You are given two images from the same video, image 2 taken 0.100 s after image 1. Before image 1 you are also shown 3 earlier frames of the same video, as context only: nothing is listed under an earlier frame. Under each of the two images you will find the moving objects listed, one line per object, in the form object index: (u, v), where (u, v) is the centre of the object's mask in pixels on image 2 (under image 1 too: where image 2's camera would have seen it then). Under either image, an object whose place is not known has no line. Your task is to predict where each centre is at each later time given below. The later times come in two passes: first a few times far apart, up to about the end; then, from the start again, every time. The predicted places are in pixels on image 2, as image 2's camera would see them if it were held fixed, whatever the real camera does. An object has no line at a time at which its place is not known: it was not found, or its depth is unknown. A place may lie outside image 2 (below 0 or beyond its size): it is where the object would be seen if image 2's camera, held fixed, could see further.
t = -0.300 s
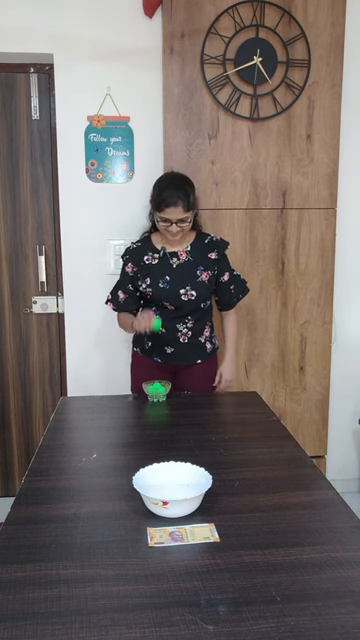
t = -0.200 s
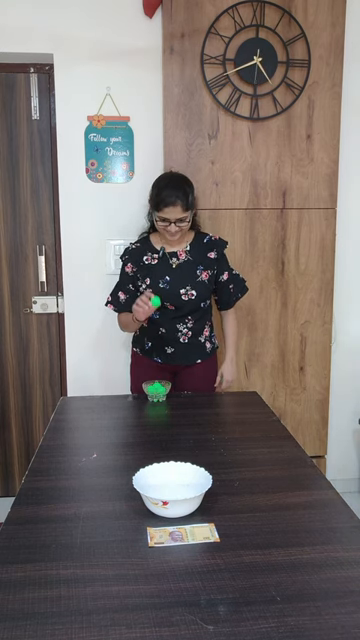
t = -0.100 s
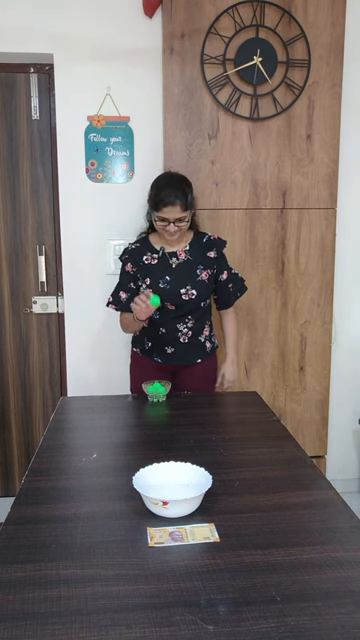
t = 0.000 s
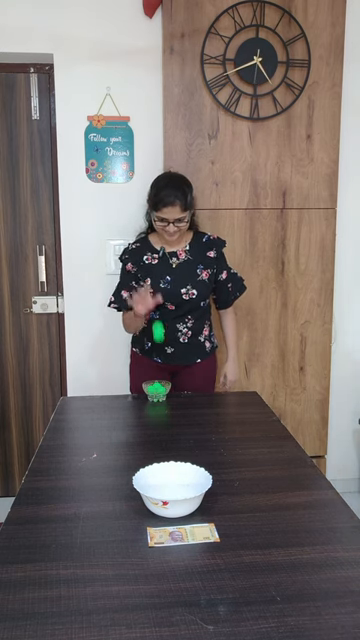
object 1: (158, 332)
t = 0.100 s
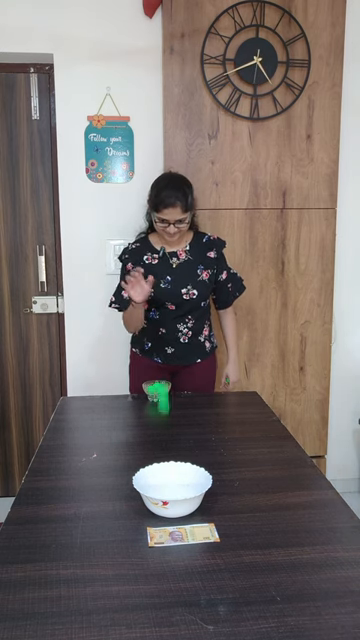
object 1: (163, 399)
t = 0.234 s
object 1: (177, 396)
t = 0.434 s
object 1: (208, 403)
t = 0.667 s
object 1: (257, 458)
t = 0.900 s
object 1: (323, 540)
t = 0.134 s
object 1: (165, 427)
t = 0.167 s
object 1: (168, 425)
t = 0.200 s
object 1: (172, 409)
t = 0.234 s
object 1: (177, 396)
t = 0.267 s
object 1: (182, 388)
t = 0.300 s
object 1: (186, 383)
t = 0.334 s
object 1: (192, 382)
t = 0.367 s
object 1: (196, 384)
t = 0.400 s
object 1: (202, 391)
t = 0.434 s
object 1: (208, 403)
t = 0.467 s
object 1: (214, 419)
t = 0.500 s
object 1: (220, 441)
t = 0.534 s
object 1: (226, 467)
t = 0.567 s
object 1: (233, 482)
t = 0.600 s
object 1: (240, 471)
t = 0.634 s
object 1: (248, 462)
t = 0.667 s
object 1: (257, 458)
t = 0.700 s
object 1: (265, 459)
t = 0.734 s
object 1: (275, 465)
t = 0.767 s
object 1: (284, 477)
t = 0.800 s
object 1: (293, 495)
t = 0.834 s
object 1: (303, 518)
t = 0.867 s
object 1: (312, 542)
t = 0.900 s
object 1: (323, 540)
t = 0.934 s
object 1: (335, 533)
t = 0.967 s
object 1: (346, 532)
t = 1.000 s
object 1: (352, 534)
